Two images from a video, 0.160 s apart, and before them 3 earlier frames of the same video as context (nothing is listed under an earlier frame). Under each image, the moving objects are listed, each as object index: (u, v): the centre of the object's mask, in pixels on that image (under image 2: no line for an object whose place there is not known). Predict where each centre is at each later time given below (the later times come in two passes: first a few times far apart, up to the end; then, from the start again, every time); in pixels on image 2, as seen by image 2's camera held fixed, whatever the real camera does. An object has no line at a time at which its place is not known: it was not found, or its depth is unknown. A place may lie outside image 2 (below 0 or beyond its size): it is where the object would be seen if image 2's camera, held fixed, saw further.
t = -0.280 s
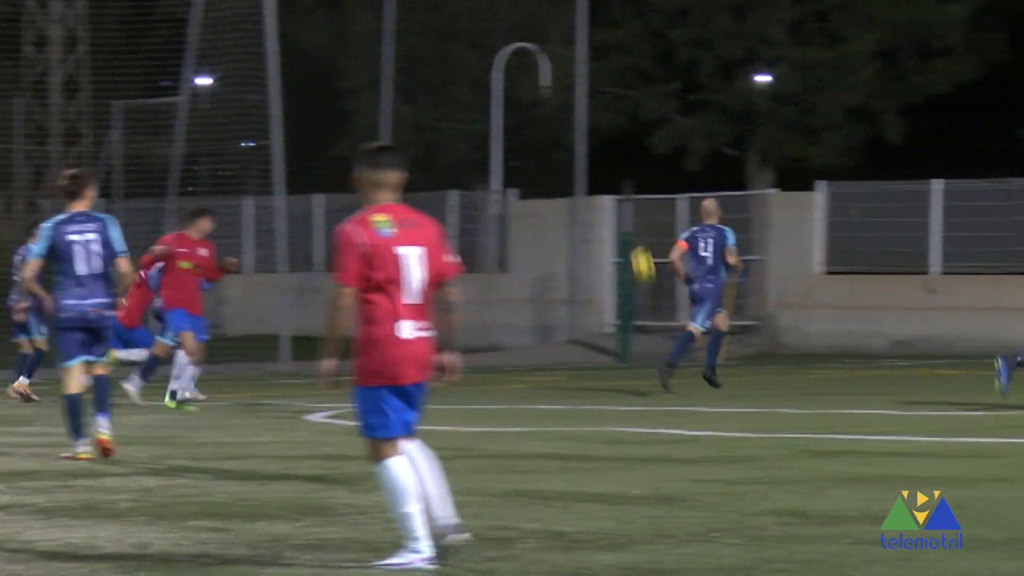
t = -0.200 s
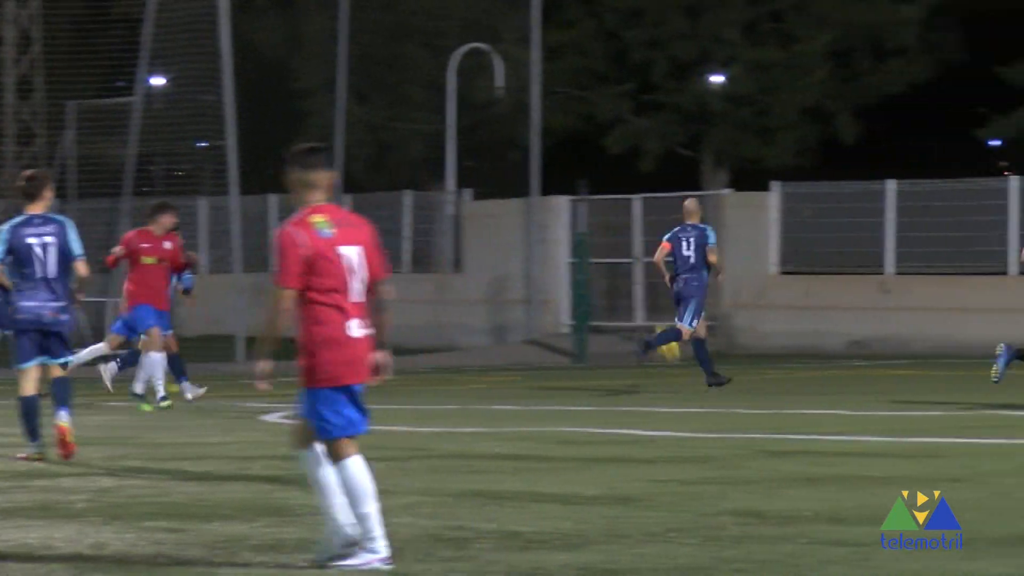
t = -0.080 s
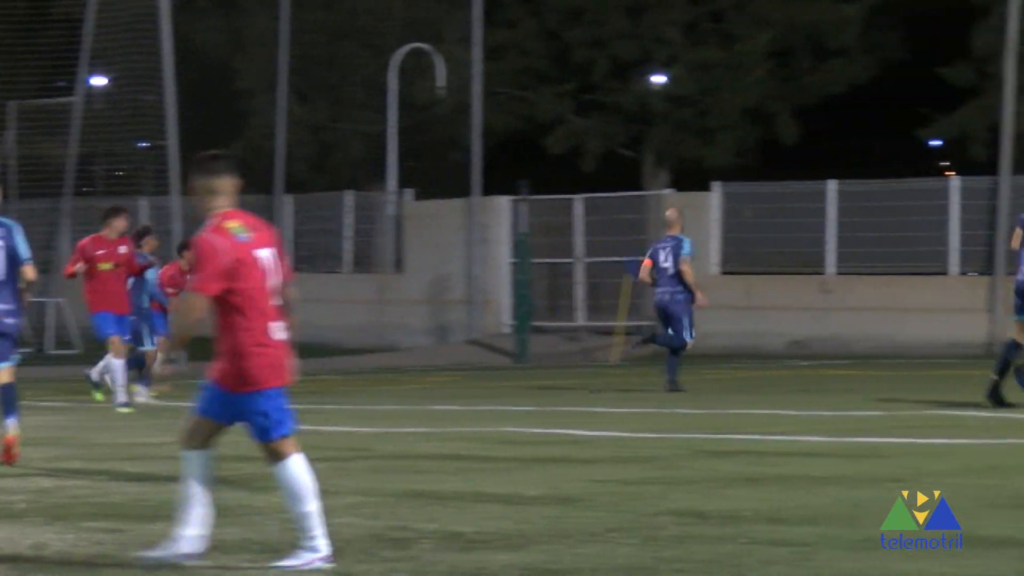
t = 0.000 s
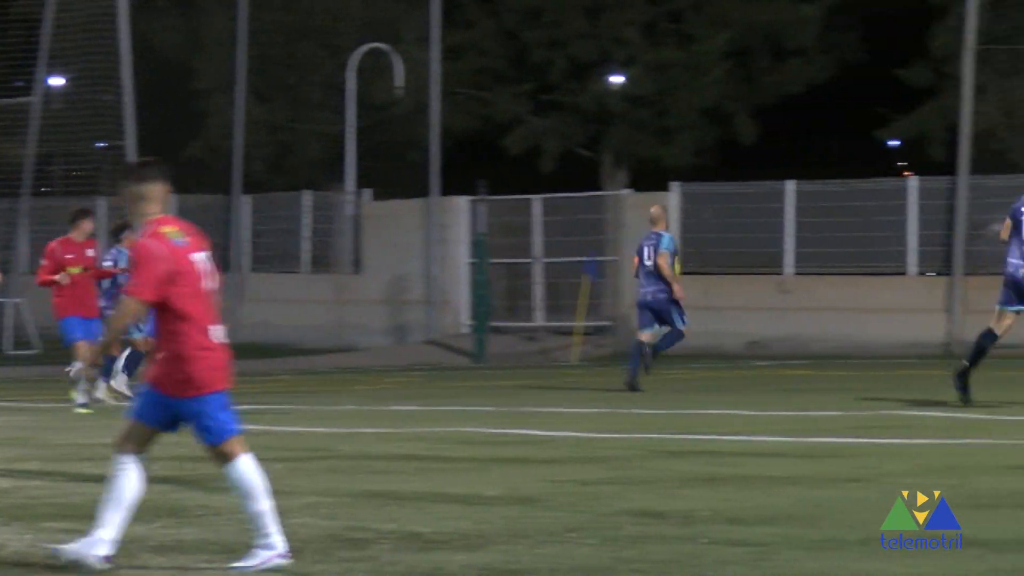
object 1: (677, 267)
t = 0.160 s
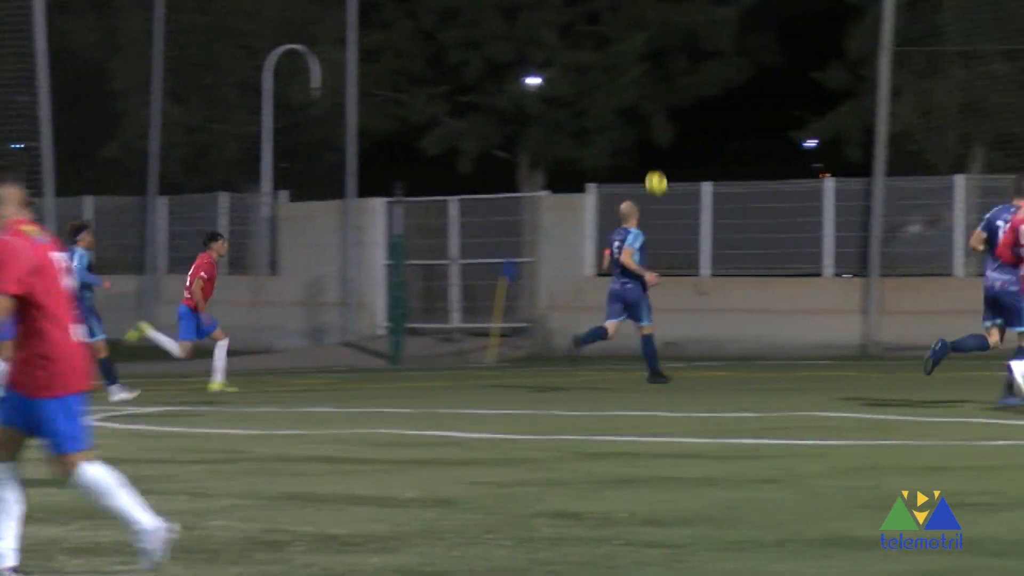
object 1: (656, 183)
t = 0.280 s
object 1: (710, 139)
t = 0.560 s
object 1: (834, 89)
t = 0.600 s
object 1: (852, 87)
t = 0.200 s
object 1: (674, 167)
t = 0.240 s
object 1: (691, 153)
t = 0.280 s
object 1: (710, 139)
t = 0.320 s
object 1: (728, 127)
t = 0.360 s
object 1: (746, 117)
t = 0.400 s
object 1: (763, 107)
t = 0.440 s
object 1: (781, 101)
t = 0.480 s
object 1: (799, 95)
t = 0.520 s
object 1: (817, 91)
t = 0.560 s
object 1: (834, 89)
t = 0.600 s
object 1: (852, 87)
